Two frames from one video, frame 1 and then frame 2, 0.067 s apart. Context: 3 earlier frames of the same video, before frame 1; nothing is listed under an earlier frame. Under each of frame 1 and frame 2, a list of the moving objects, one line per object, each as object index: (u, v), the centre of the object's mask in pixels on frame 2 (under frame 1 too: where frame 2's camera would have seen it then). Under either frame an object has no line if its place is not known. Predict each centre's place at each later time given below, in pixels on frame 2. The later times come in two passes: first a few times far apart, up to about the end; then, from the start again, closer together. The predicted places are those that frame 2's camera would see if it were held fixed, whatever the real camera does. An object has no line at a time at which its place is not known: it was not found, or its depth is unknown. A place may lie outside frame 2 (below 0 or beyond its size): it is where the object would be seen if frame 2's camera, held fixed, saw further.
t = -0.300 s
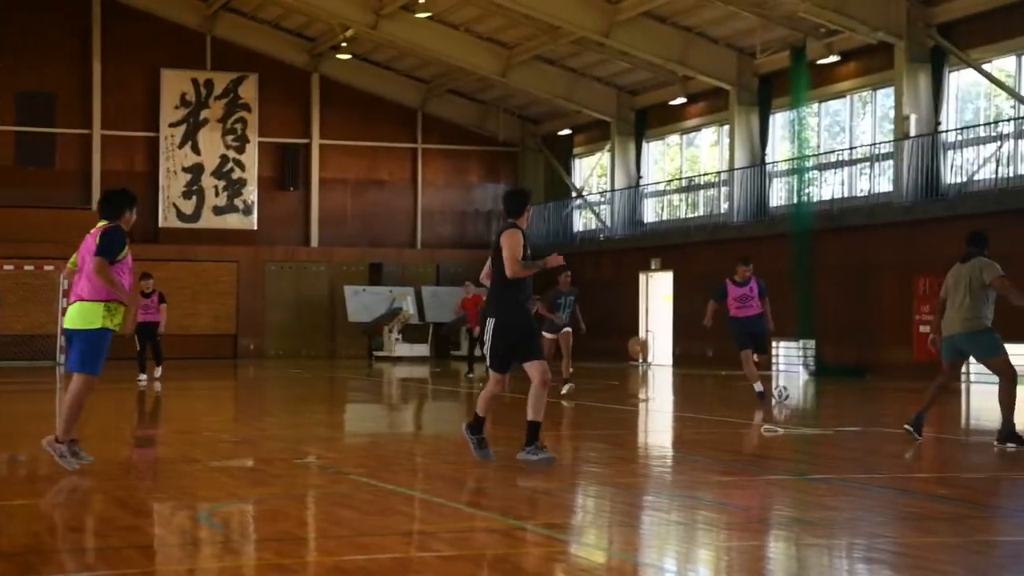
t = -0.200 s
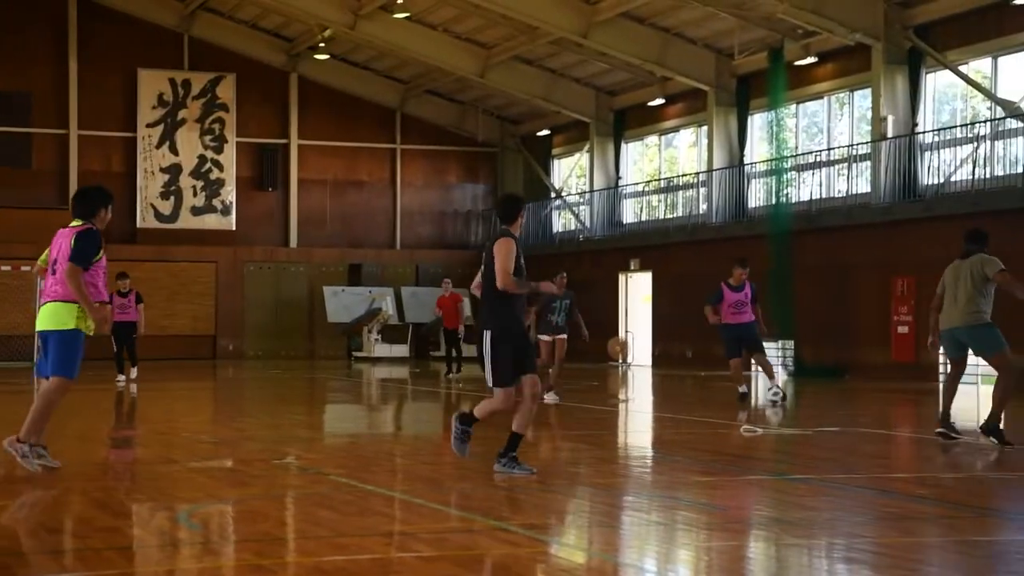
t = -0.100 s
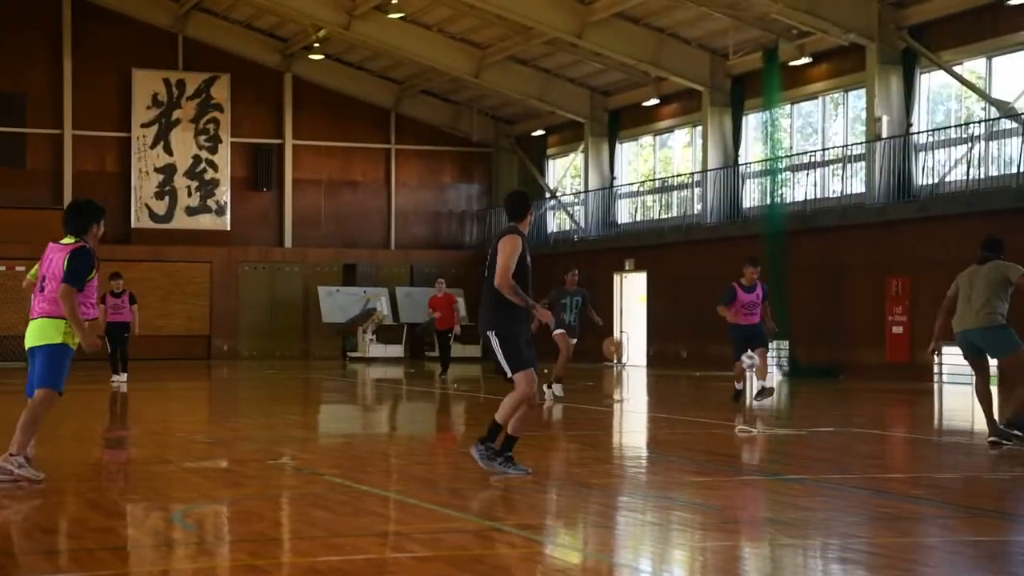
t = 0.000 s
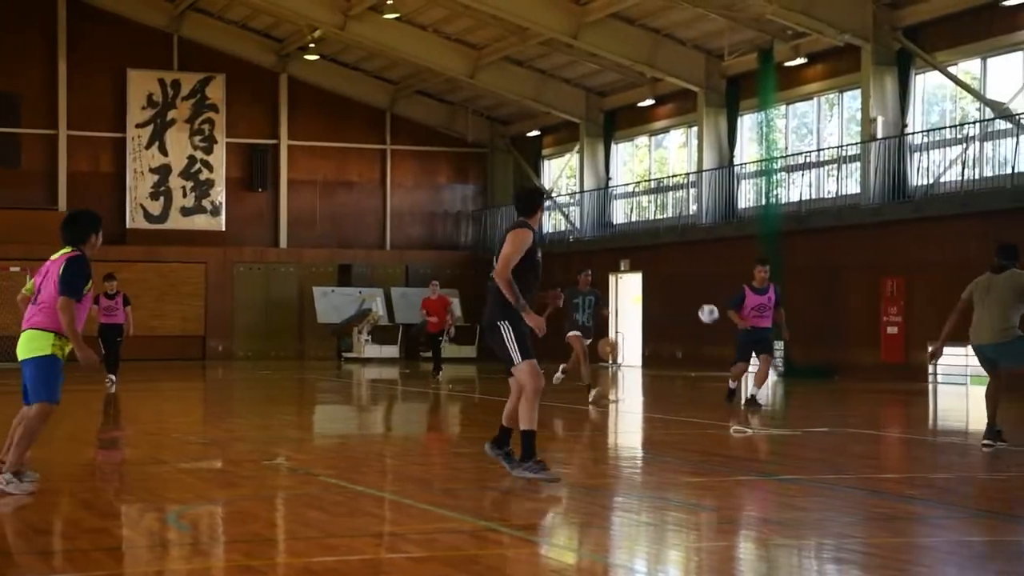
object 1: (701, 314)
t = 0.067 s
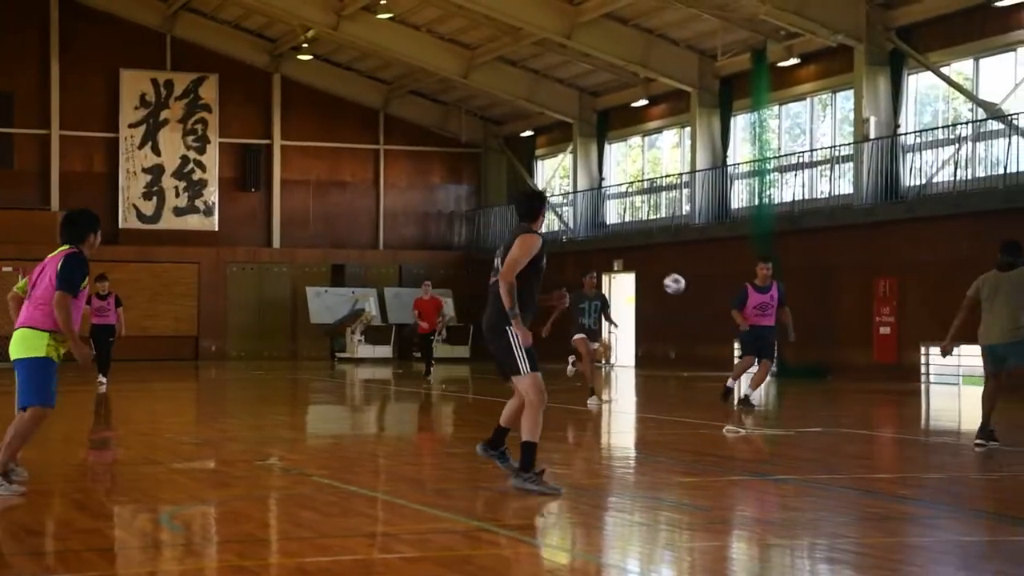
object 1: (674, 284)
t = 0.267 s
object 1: (573, 202)
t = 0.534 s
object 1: (376, 122)
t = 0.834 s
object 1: (-17, 117)
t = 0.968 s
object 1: (-307, 177)
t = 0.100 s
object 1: (659, 269)
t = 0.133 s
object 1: (644, 254)
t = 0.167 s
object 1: (628, 240)
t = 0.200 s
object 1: (610, 227)
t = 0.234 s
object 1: (592, 214)
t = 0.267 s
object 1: (573, 202)
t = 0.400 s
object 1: (485, 156)
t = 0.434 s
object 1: (461, 146)
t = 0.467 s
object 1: (435, 137)
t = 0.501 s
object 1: (407, 129)
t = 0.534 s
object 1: (376, 122)
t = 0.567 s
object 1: (344, 116)
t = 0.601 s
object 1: (310, 110)
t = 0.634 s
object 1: (273, 107)
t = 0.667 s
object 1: (234, 104)
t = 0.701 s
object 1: (190, 103)
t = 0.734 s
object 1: (146, 102)
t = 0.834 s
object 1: (-17, 117)
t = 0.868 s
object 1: (-83, 126)
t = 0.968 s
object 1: (-307, 177)
